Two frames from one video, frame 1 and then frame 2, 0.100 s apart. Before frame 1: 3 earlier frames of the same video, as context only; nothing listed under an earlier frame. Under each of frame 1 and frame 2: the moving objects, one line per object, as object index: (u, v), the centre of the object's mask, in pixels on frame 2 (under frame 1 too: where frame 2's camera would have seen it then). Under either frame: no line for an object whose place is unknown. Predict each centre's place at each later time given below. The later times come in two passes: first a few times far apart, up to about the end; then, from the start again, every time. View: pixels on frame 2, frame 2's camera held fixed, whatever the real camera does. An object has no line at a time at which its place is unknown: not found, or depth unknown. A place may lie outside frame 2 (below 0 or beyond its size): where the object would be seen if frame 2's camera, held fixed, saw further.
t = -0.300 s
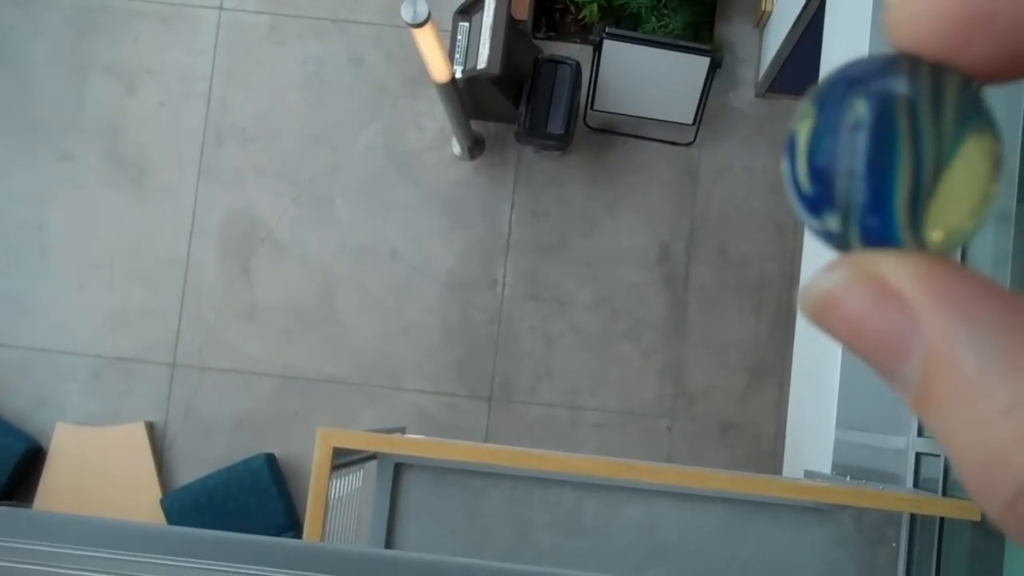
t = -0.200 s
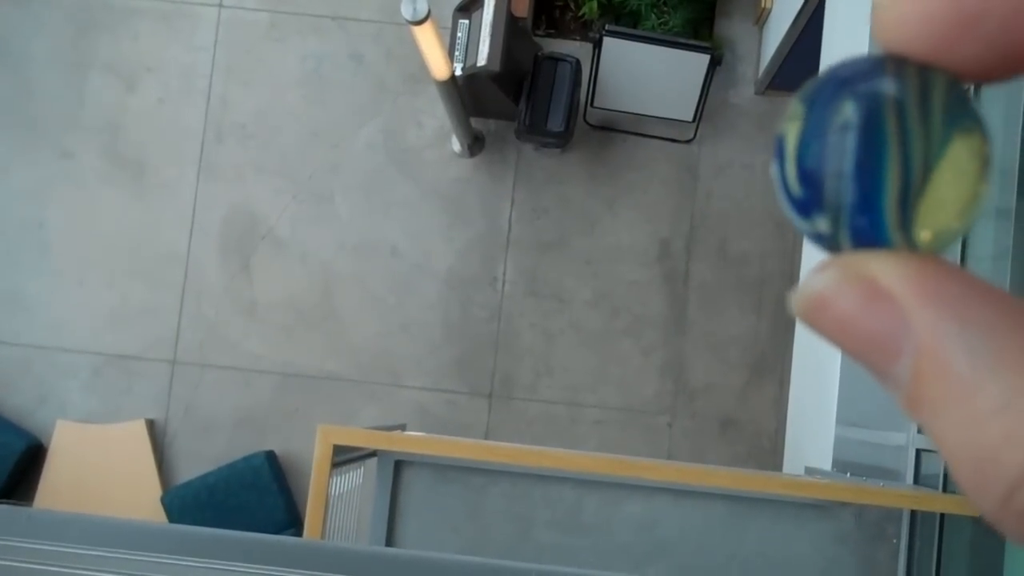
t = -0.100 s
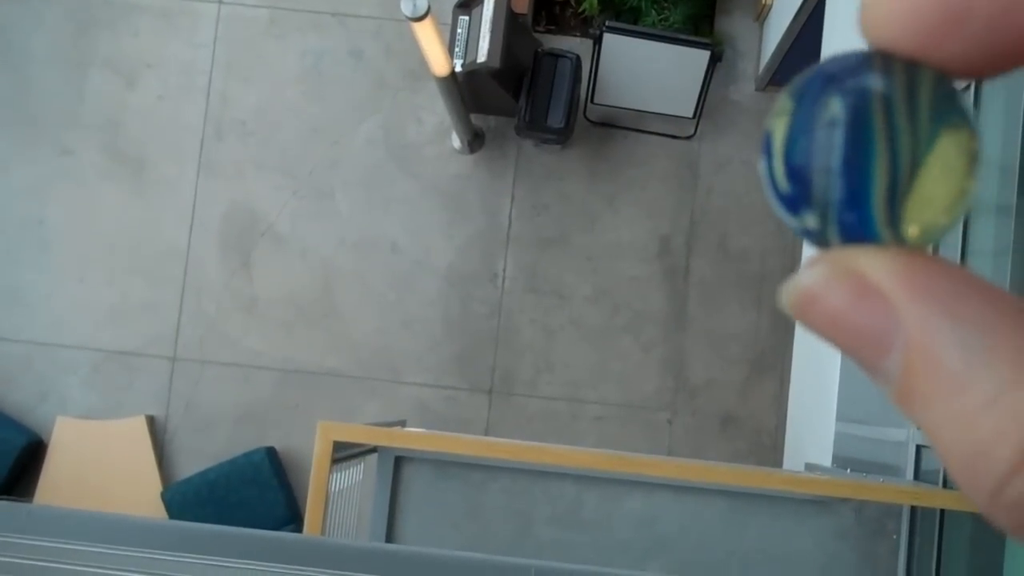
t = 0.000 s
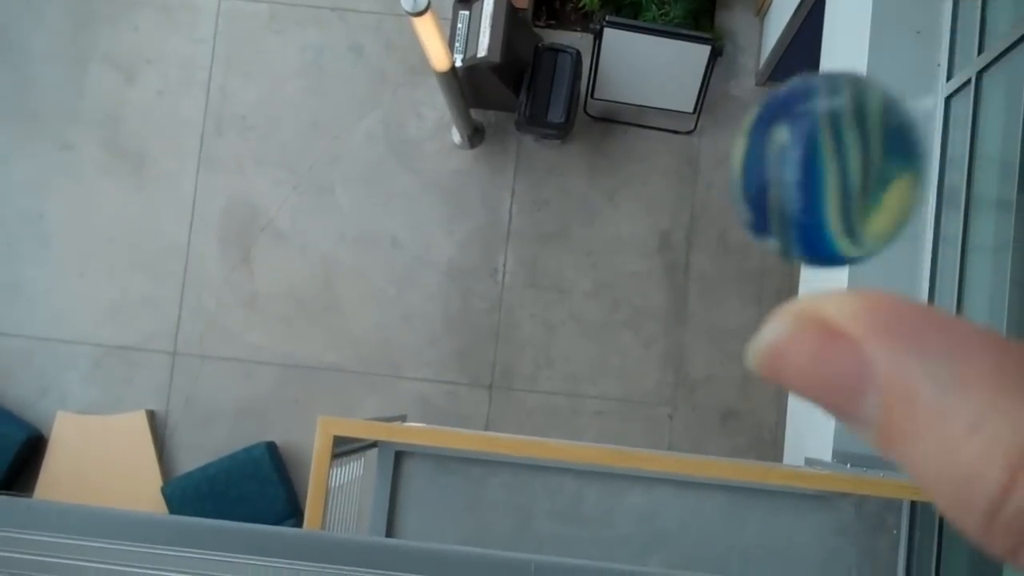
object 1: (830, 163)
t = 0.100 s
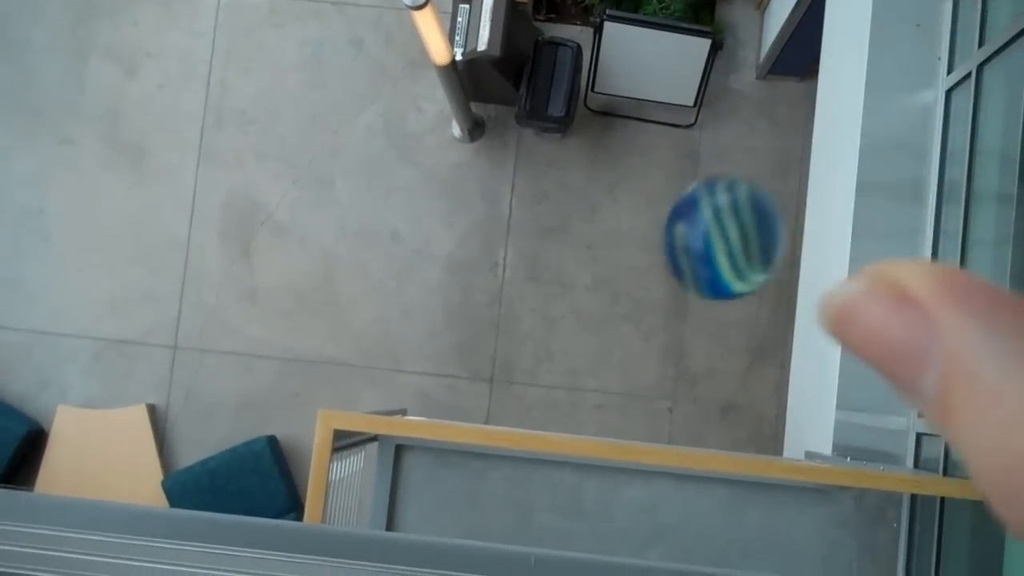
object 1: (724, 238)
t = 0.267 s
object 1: (630, 318)
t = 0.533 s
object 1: (588, 358)
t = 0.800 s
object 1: (576, 374)
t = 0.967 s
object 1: (572, 379)
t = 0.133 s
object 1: (695, 260)
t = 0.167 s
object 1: (673, 278)
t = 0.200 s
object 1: (655, 294)
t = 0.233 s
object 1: (642, 308)
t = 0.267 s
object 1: (630, 318)
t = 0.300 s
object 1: (620, 327)
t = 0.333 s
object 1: (612, 334)
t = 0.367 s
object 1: (605, 340)
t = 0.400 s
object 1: (600, 345)
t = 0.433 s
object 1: (596, 350)
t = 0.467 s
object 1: (593, 353)
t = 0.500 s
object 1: (591, 356)
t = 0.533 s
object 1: (588, 358)
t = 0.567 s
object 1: (586, 361)
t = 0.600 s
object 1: (584, 364)
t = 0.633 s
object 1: (583, 366)
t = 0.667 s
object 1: (581, 368)
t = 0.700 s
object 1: (580, 370)
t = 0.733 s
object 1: (579, 372)
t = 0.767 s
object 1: (577, 372)
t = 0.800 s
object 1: (576, 374)
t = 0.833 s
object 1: (575, 375)
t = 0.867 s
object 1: (574, 376)
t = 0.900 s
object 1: (573, 377)
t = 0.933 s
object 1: (572, 378)
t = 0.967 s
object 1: (572, 379)
